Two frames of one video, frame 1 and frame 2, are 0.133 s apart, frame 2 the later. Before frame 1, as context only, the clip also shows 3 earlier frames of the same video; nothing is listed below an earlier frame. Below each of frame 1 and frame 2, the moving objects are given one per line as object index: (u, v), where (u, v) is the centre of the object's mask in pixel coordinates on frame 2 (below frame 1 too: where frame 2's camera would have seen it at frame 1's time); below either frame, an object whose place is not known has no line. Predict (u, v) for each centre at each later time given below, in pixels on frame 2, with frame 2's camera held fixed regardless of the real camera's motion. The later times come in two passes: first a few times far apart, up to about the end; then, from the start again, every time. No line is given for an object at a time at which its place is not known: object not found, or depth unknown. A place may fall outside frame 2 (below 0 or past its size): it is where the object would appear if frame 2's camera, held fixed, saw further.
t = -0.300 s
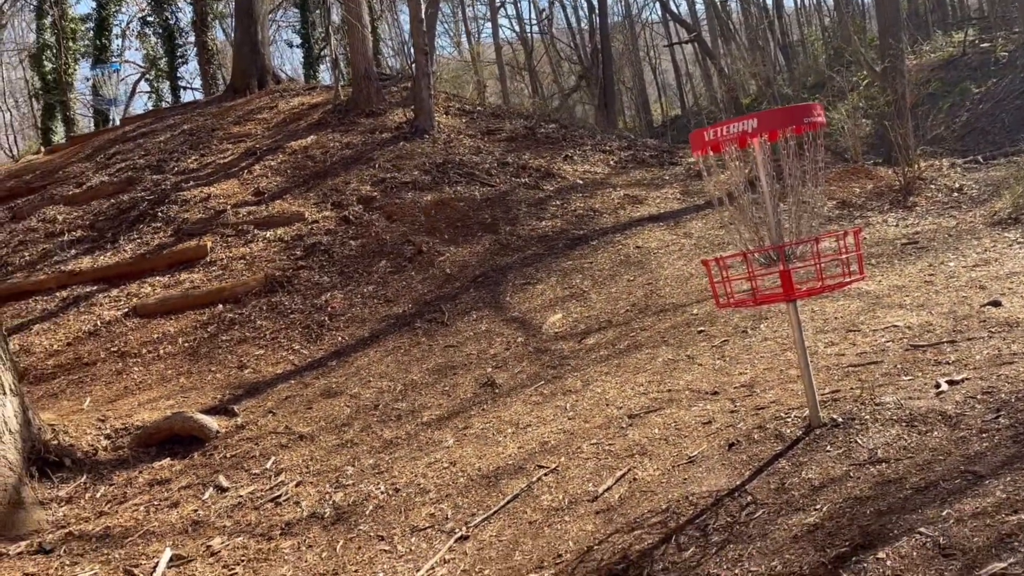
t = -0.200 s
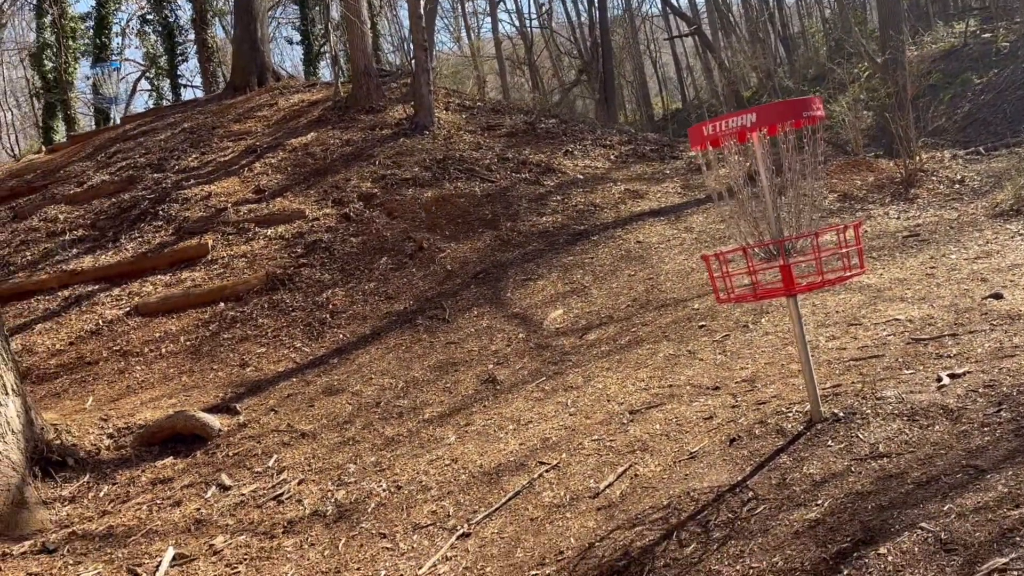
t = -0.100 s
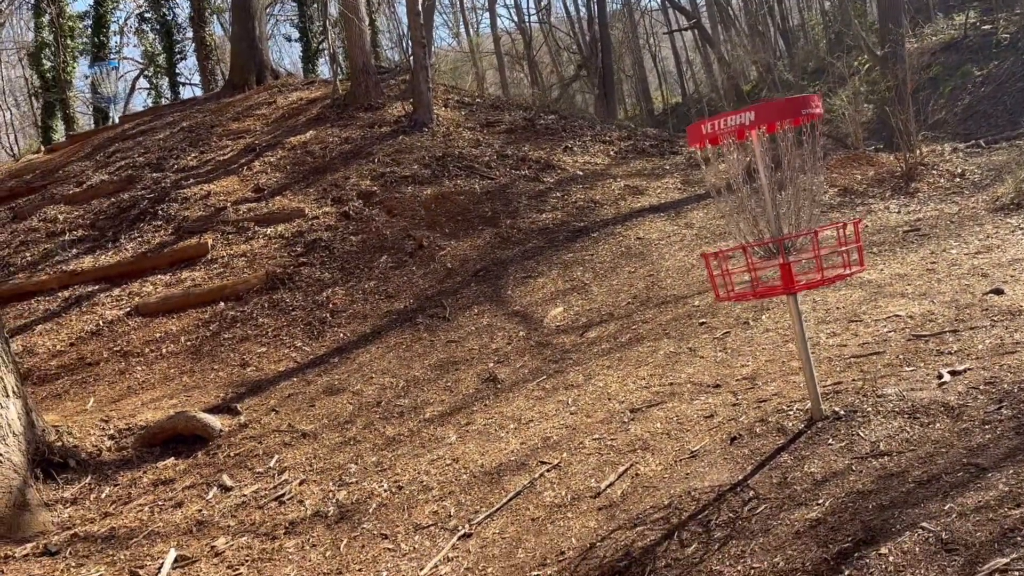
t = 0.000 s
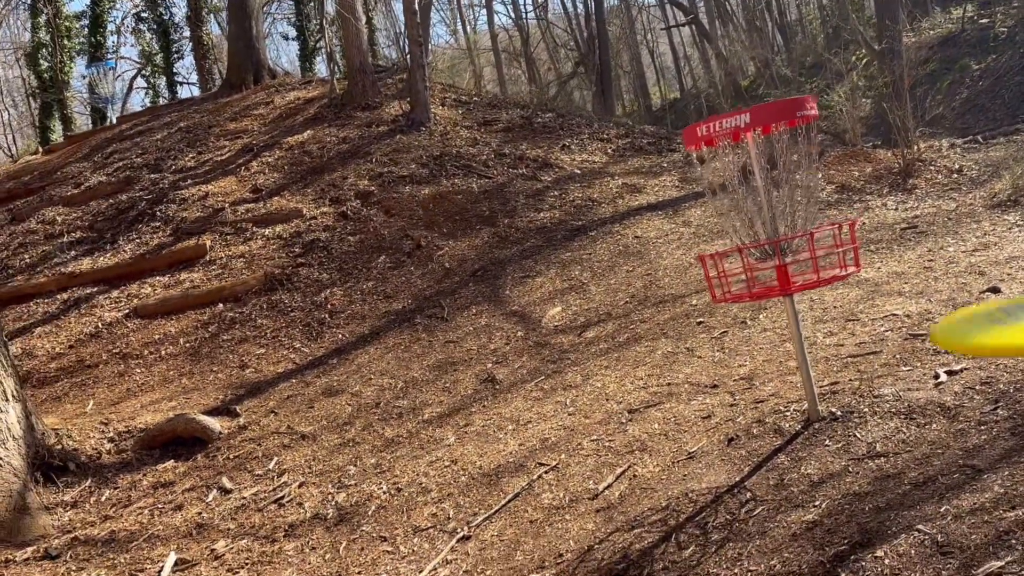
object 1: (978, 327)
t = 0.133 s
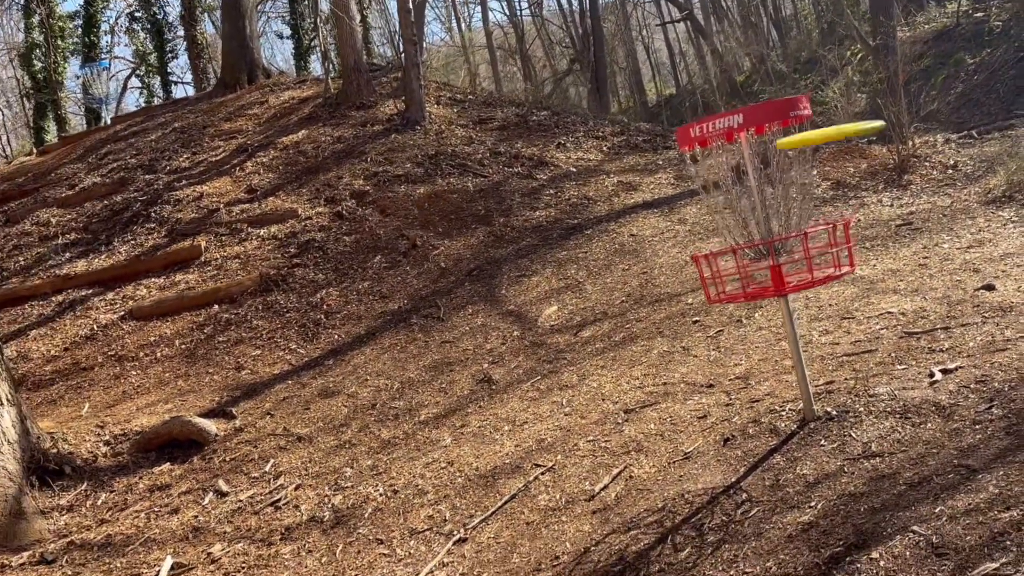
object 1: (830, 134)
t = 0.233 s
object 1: (782, 124)
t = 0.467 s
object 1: (748, 177)
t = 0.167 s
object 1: (813, 125)
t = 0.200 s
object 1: (794, 122)
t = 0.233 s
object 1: (782, 124)
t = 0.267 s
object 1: (773, 128)
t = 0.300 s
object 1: (766, 135)
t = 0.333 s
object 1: (759, 144)
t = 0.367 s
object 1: (754, 153)
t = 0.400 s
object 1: (754, 163)
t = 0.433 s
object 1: (751, 173)
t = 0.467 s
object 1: (748, 177)
